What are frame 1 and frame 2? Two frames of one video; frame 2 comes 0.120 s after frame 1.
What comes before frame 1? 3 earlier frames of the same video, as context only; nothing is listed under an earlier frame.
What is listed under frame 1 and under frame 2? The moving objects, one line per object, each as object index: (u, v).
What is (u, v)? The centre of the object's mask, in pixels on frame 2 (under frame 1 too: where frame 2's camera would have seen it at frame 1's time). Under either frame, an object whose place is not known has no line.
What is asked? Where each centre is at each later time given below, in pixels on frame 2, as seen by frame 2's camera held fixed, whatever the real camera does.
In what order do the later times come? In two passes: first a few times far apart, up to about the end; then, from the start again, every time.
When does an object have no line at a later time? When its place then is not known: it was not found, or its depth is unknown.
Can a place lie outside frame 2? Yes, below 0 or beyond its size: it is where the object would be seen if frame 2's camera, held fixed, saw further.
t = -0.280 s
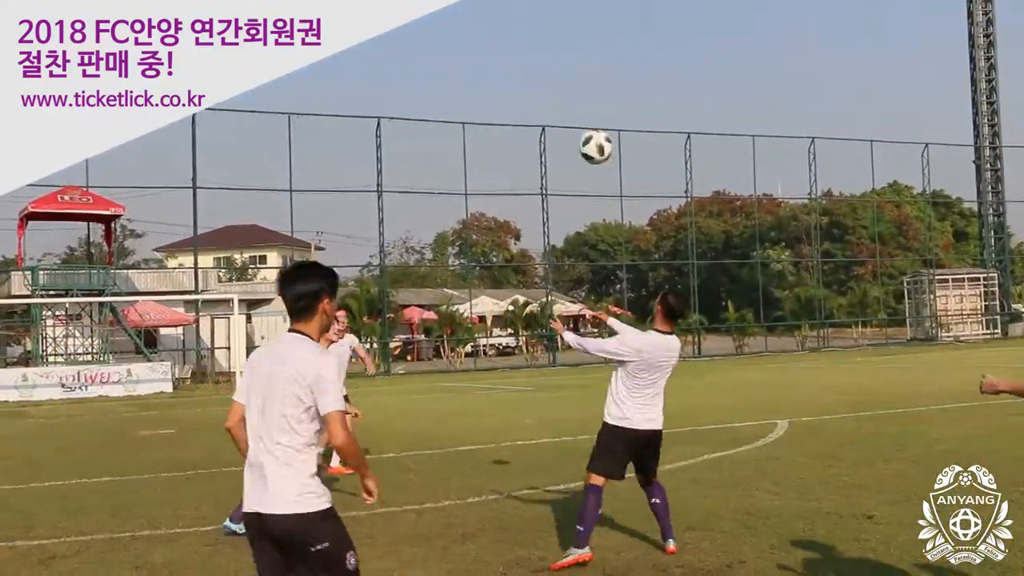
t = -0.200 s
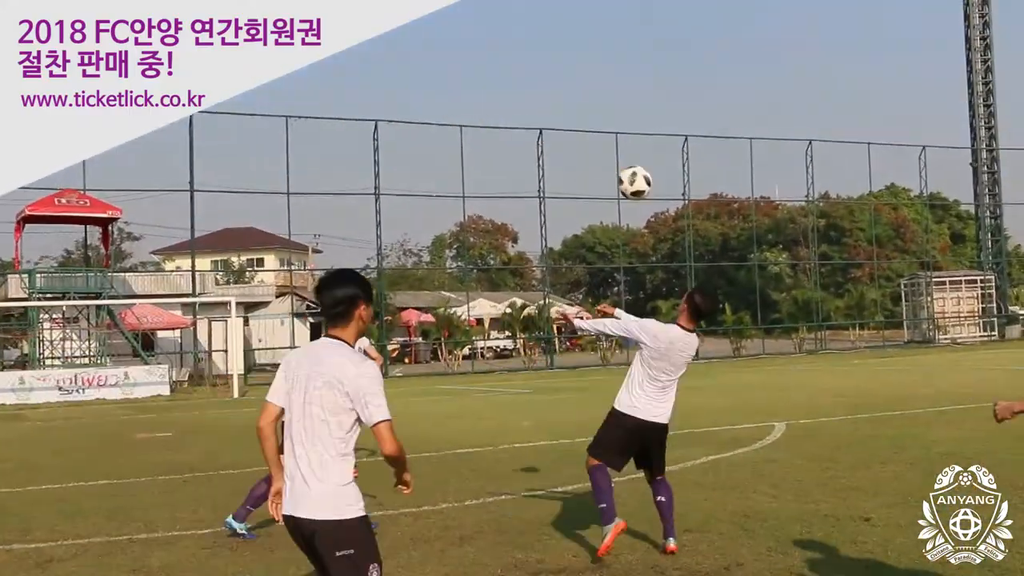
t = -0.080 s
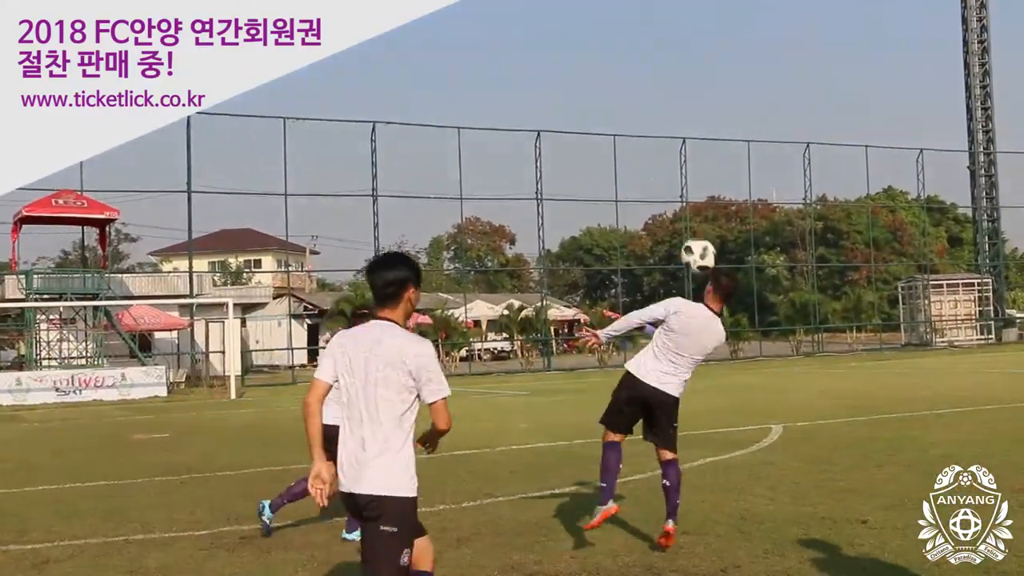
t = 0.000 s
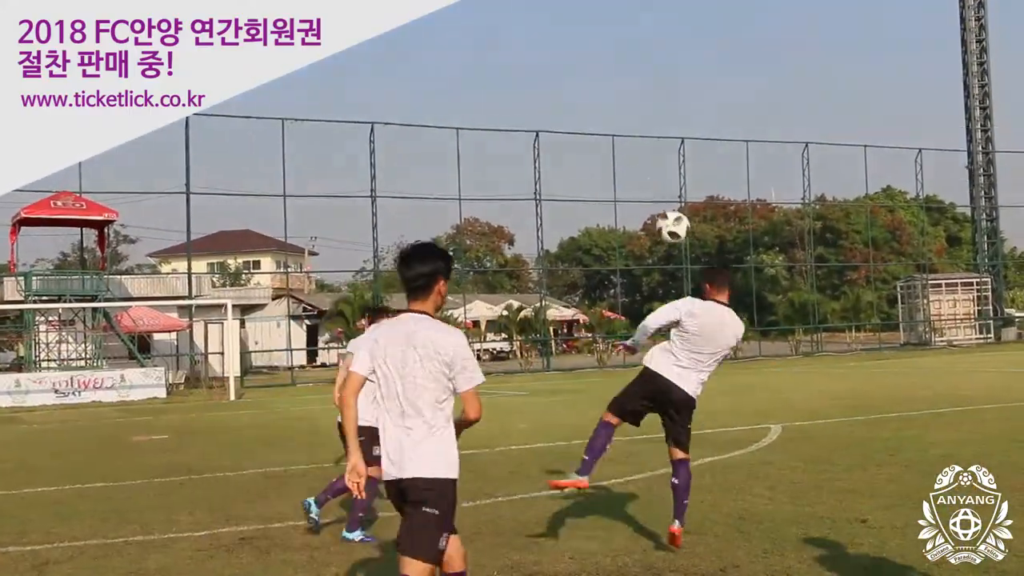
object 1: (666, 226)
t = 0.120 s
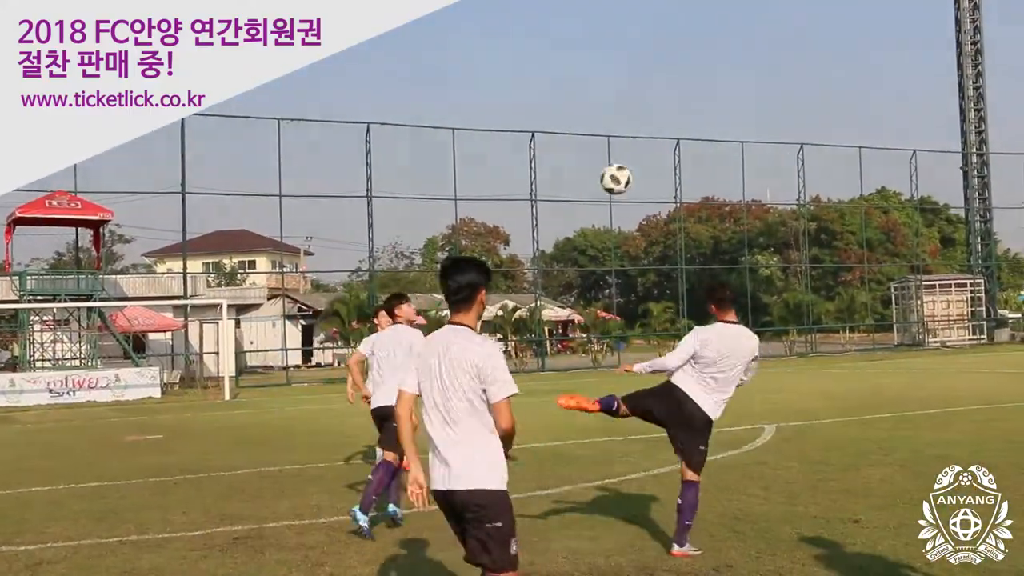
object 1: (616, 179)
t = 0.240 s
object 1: (568, 153)
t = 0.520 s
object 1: (481, 165)
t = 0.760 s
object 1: (426, 238)
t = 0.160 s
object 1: (599, 168)
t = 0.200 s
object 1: (583, 159)
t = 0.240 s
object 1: (568, 153)
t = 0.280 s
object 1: (554, 149)
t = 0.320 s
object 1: (541, 147)
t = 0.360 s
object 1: (527, 147)
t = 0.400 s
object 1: (514, 149)
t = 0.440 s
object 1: (503, 153)
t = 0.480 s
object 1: (491, 158)
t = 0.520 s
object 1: (481, 165)
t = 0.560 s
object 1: (471, 174)
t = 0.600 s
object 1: (461, 184)
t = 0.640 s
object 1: (452, 196)
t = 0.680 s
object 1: (443, 209)
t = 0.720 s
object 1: (434, 223)
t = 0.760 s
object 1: (426, 238)
